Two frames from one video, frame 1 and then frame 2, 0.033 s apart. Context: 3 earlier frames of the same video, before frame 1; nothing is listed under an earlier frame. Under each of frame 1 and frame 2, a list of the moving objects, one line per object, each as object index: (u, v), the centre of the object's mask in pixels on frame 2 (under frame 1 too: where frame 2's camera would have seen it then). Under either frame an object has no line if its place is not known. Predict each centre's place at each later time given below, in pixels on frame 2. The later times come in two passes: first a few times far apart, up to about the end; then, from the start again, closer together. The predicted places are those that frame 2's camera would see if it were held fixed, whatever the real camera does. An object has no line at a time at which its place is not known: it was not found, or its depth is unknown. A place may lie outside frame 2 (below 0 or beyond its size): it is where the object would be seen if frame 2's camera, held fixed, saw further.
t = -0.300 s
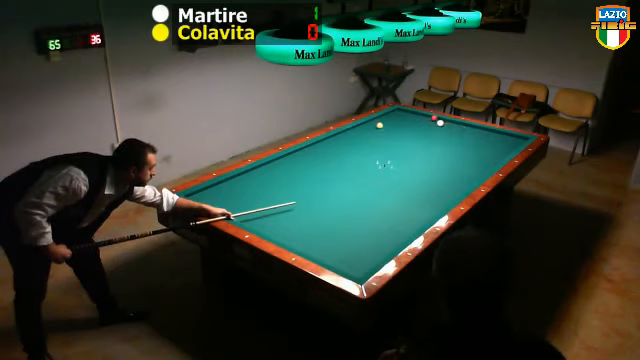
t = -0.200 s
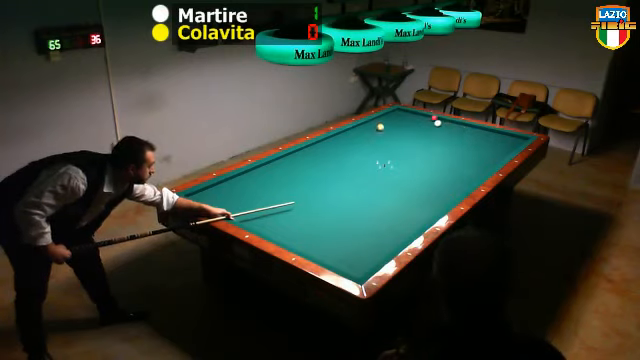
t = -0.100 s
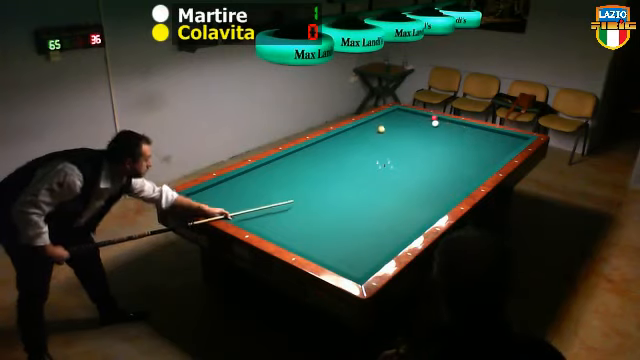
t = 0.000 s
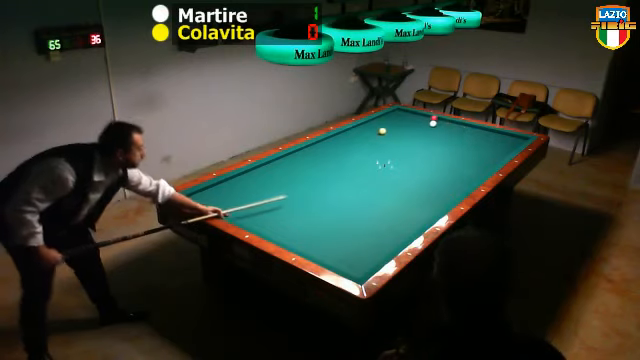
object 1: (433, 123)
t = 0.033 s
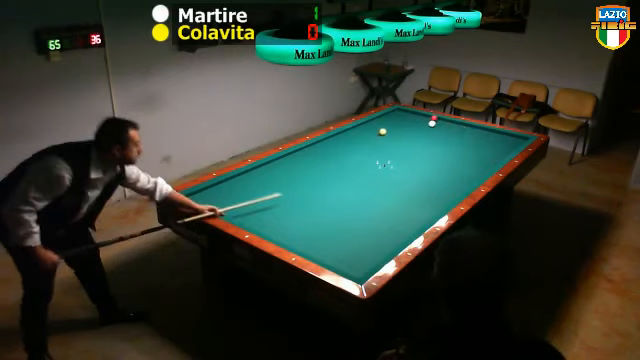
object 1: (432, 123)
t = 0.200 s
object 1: (428, 123)
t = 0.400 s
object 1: (423, 124)
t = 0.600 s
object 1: (419, 124)
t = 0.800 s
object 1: (414, 124)
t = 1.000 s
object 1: (410, 124)
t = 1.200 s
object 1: (406, 124)
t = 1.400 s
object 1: (402, 124)
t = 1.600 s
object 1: (398, 125)
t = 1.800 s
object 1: (394, 125)
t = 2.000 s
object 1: (390, 125)
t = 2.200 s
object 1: (387, 125)
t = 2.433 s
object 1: (383, 126)
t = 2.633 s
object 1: (381, 125)
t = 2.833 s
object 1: (378, 125)
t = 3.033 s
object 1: (375, 125)
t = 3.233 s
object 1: (372, 125)
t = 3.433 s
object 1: (370, 126)
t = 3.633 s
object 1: (368, 126)
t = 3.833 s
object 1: (366, 126)
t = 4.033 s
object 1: (363, 126)
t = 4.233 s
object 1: (362, 126)
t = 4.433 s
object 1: (360, 126)
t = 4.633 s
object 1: (358, 126)
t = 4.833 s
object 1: (357, 126)
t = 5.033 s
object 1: (356, 126)
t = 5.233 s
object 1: (356, 126)
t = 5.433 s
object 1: (356, 126)
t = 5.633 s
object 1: (356, 127)
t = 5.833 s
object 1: (356, 127)
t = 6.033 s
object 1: (356, 127)
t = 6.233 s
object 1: (356, 127)
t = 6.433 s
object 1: (356, 127)
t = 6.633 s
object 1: (356, 127)
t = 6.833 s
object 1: (356, 127)
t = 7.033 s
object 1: (356, 127)
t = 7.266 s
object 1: (356, 127)
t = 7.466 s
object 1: (356, 127)
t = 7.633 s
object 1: (356, 127)
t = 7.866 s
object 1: (356, 127)
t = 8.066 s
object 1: (356, 127)
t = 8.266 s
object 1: (356, 127)
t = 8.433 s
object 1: (356, 127)
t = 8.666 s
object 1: (356, 127)
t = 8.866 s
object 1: (356, 127)
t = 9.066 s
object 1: (356, 127)
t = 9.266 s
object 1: (356, 127)
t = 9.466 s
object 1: (356, 127)
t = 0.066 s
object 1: (431, 123)
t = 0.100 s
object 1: (430, 123)
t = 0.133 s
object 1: (429, 123)
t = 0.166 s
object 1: (429, 123)
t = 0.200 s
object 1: (428, 123)
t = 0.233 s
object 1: (427, 123)
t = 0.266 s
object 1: (426, 123)
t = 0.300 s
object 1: (425, 124)
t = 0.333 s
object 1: (425, 123)
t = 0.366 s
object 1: (424, 124)
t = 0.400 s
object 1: (423, 124)
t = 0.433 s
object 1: (422, 124)
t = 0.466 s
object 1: (421, 124)
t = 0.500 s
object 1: (421, 124)
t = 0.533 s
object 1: (420, 124)
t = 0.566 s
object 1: (419, 124)
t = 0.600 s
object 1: (419, 124)
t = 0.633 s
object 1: (418, 124)
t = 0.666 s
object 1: (417, 124)
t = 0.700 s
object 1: (416, 124)
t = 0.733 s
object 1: (416, 124)
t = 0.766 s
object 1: (415, 124)
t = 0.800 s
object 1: (414, 124)
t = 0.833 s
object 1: (413, 124)
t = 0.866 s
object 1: (413, 124)
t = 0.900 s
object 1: (412, 124)
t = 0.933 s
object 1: (411, 124)
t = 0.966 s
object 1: (410, 124)
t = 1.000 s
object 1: (410, 124)
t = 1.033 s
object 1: (409, 124)
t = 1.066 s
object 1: (408, 124)
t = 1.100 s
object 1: (408, 124)
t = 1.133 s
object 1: (407, 124)
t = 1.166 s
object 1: (406, 124)
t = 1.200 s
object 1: (406, 124)
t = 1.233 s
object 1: (405, 124)
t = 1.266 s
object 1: (404, 124)
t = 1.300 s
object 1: (404, 124)
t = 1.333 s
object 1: (403, 124)
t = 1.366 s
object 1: (402, 124)
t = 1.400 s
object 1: (402, 124)
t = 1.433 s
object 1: (401, 124)
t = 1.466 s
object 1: (400, 124)
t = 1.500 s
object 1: (400, 124)
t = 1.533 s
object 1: (399, 125)
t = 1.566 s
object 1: (398, 125)
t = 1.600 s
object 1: (398, 125)
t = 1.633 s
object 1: (397, 125)
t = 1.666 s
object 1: (397, 125)
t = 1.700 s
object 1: (396, 125)
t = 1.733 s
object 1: (395, 125)
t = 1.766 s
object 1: (395, 125)
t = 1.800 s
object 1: (394, 125)
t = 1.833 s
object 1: (393, 125)
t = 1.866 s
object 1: (393, 125)
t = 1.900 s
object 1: (392, 125)
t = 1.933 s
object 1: (392, 125)
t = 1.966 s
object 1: (391, 125)
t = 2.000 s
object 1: (390, 125)
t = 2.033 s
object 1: (390, 125)
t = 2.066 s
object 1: (389, 125)
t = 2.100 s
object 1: (389, 125)
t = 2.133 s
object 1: (388, 125)
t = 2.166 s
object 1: (388, 125)
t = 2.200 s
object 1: (387, 125)
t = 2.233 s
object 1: (386, 125)
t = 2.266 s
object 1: (386, 125)
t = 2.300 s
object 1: (385, 125)
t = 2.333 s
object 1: (385, 125)
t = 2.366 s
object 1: (384, 125)
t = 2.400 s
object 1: (384, 125)
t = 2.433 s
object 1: (383, 126)
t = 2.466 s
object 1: (383, 125)
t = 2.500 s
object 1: (382, 125)
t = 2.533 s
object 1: (382, 125)
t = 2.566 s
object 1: (382, 125)
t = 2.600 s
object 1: (381, 125)
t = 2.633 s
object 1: (381, 125)
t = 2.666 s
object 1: (380, 125)
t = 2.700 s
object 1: (380, 125)
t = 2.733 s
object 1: (379, 126)
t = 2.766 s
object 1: (379, 125)
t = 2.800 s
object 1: (378, 125)
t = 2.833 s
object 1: (378, 125)
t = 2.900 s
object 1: (377, 126)
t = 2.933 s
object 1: (376, 125)
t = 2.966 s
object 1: (376, 125)
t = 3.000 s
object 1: (375, 125)
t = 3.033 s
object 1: (375, 125)
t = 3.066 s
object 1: (374, 126)
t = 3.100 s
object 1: (374, 126)
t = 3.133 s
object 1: (374, 126)
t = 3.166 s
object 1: (373, 126)
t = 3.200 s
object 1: (373, 126)
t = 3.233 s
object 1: (372, 125)
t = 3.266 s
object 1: (372, 126)
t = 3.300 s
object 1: (372, 126)
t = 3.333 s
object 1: (371, 126)
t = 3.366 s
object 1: (371, 126)
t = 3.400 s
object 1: (370, 126)
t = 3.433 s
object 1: (370, 126)
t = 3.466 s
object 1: (370, 126)
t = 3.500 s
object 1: (369, 126)
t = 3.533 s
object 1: (369, 126)
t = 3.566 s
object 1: (368, 126)
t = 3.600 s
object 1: (368, 126)
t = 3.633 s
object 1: (368, 126)
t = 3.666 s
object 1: (367, 126)
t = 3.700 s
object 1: (367, 126)
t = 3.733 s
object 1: (367, 126)
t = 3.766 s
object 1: (366, 126)
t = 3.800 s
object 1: (366, 126)
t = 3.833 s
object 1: (366, 126)
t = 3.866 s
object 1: (365, 126)
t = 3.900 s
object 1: (365, 126)
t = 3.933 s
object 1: (365, 126)
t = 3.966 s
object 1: (364, 126)
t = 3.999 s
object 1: (364, 126)
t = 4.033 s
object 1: (363, 126)
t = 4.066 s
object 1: (363, 126)
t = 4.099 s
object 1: (363, 126)
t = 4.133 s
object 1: (363, 126)
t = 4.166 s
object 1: (362, 126)
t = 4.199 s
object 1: (362, 126)
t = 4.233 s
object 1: (362, 126)
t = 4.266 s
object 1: (361, 126)
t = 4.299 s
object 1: (361, 126)
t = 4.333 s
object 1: (361, 126)
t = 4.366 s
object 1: (360, 126)
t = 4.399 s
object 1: (360, 126)
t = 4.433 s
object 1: (360, 126)
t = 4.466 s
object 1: (360, 126)
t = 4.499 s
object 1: (359, 126)
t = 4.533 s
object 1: (359, 126)
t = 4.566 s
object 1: (359, 126)
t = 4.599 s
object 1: (359, 126)
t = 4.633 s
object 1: (358, 126)
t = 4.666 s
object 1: (358, 126)
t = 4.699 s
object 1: (358, 126)
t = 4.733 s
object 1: (358, 126)
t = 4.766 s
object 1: (357, 126)
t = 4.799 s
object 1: (357, 126)
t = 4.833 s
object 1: (357, 126)
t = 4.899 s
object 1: (356, 126)
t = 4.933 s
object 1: (356, 126)
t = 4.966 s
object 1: (356, 126)
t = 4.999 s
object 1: (356, 126)
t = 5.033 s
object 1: (356, 126)
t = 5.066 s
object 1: (356, 126)
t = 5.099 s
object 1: (356, 126)
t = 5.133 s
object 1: (356, 126)
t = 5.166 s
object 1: (356, 126)
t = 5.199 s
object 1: (356, 126)
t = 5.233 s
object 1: (356, 126)
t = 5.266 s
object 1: (356, 126)
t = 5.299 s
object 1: (356, 126)
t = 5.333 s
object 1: (356, 126)
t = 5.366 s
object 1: (356, 126)
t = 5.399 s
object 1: (356, 126)
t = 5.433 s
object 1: (356, 126)
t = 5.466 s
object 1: (356, 126)
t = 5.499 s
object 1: (356, 126)
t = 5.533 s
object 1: (356, 126)
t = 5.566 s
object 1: (356, 126)
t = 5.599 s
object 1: (356, 126)
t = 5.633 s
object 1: (356, 127)
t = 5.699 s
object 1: (356, 127)
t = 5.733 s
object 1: (356, 127)
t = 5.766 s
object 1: (356, 127)
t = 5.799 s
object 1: (356, 127)
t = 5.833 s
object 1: (356, 127)
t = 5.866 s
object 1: (356, 127)
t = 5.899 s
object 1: (356, 127)
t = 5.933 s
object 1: (356, 127)
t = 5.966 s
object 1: (356, 127)
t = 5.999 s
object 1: (356, 127)
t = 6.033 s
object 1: (356, 127)
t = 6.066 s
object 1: (356, 127)
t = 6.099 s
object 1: (356, 127)
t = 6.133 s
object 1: (356, 127)
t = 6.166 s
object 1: (356, 127)
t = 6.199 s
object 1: (356, 127)
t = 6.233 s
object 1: (356, 127)
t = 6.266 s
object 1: (356, 127)
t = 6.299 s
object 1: (356, 127)
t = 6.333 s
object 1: (356, 127)
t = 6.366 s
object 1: (356, 127)
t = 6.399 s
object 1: (356, 127)
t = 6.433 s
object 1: (356, 127)
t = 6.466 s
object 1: (356, 127)
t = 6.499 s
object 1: (356, 127)
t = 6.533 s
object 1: (356, 127)
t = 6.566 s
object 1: (356, 127)
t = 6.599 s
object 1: (356, 127)
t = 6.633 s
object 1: (356, 127)
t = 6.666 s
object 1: (356, 127)
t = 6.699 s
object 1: (356, 127)
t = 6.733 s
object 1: (356, 127)
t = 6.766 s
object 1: (356, 127)
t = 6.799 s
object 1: (356, 127)
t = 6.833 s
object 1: (356, 127)
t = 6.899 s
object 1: (356, 127)
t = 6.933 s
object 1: (356, 127)
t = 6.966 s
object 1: (356, 127)
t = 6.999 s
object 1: (356, 127)
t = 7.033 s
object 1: (356, 127)
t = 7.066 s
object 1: (356, 127)
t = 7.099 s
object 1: (356, 127)
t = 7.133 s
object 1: (356, 127)
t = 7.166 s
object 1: (356, 127)
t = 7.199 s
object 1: (356, 127)
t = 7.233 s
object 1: (356, 127)
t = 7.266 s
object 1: (356, 127)
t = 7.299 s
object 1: (356, 127)
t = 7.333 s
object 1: (356, 127)
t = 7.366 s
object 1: (356, 127)
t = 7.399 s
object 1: (356, 127)
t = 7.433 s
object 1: (356, 127)
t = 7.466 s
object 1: (356, 127)
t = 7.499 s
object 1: (356, 127)
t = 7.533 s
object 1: (356, 127)
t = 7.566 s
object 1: (356, 127)
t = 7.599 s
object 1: (356, 127)
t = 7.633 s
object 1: (356, 127)
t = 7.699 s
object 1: (356, 127)
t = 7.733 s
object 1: (356, 127)
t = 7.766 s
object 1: (356, 127)
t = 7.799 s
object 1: (356, 127)
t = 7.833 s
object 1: (356, 127)
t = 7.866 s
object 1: (356, 127)
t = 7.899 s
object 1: (356, 127)
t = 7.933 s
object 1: (356, 127)
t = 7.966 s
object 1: (356, 127)
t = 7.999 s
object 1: (356, 127)
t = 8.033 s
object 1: (356, 127)
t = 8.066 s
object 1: (356, 127)
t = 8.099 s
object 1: (356, 127)
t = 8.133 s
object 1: (356, 127)
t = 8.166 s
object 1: (356, 127)
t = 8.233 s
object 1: (356, 127)
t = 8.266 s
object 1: (356, 127)
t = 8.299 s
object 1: (356, 127)
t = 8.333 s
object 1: (356, 127)
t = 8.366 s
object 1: (356, 127)
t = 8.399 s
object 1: (356, 127)
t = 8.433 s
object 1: (356, 127)
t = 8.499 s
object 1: (356, 127)
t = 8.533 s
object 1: (356, 127)
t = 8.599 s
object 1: (356, 127)
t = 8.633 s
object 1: (356, 127)
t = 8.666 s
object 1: (356, 127)
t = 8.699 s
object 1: (356, 127)
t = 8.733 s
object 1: (356, 127)
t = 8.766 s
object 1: (356, 127)
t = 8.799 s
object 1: (356, 127)
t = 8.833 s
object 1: (356, 127)
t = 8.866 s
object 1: (356, 127)
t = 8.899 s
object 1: (356, 127)
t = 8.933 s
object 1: (356, 127)
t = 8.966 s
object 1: (356, 127)
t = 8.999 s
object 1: (356, 127)
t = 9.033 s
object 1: (356, 127)
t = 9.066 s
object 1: (356, 127)
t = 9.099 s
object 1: (356, 127)
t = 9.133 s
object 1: (356, 127)
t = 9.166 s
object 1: (356, 127)
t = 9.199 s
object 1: (356, 127)
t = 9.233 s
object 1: (356, 127)
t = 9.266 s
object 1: (356, 127)
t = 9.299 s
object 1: (356, 127)
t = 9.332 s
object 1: (356, 127)
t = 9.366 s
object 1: (356, 127)
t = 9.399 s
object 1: (356, 127)
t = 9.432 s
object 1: (356, 127)
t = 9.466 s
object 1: (356, 127)
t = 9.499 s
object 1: (356, 127)
